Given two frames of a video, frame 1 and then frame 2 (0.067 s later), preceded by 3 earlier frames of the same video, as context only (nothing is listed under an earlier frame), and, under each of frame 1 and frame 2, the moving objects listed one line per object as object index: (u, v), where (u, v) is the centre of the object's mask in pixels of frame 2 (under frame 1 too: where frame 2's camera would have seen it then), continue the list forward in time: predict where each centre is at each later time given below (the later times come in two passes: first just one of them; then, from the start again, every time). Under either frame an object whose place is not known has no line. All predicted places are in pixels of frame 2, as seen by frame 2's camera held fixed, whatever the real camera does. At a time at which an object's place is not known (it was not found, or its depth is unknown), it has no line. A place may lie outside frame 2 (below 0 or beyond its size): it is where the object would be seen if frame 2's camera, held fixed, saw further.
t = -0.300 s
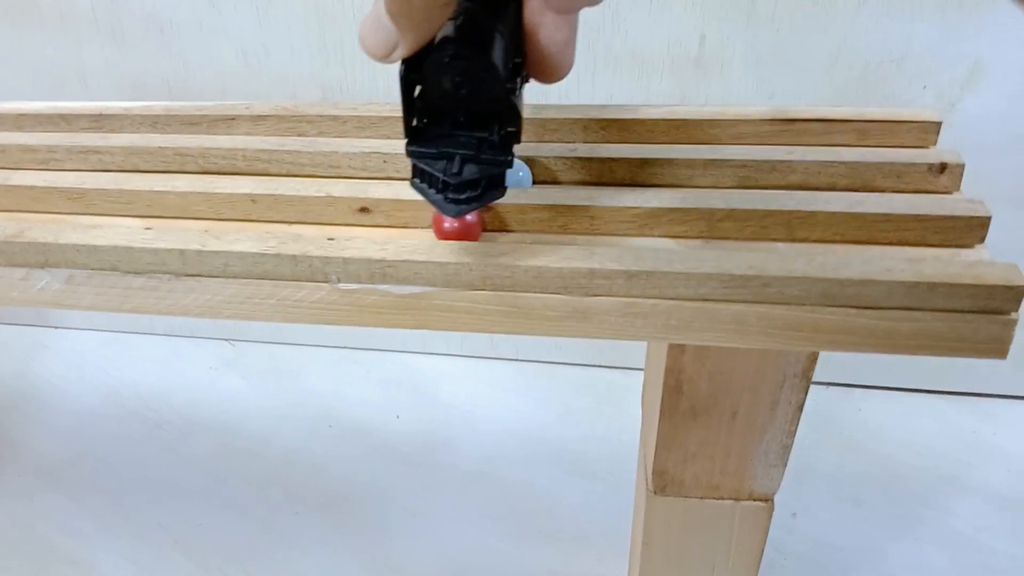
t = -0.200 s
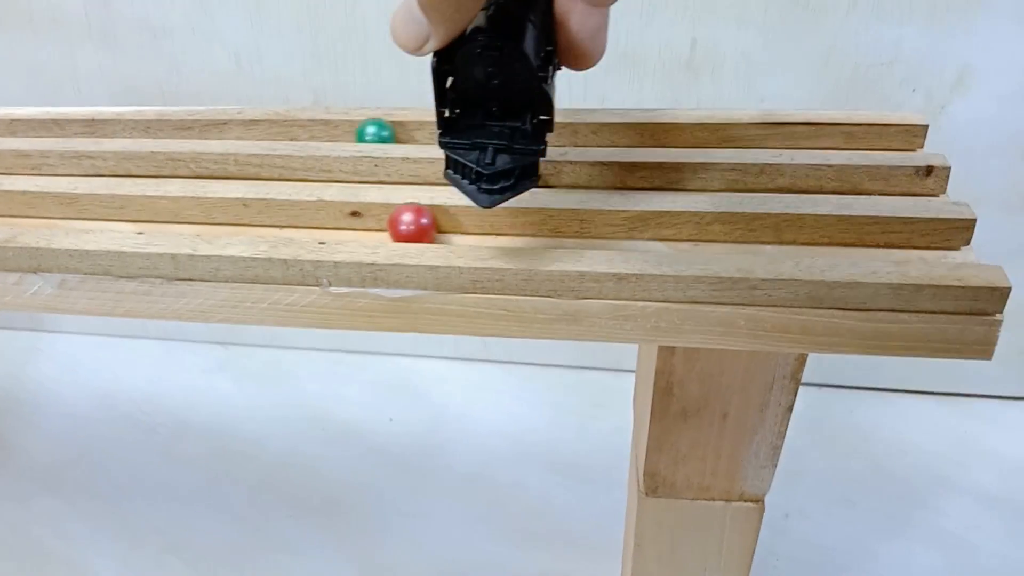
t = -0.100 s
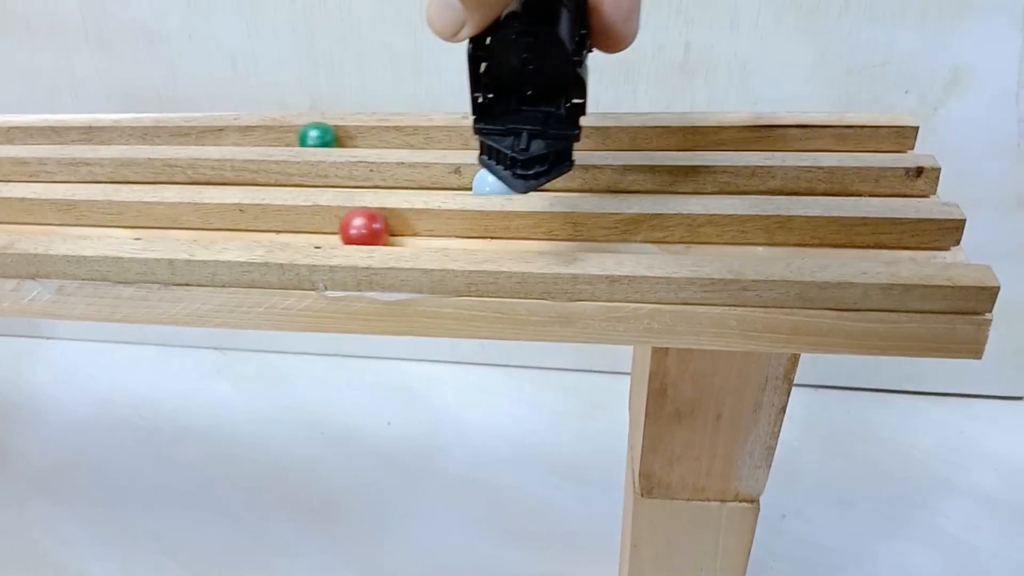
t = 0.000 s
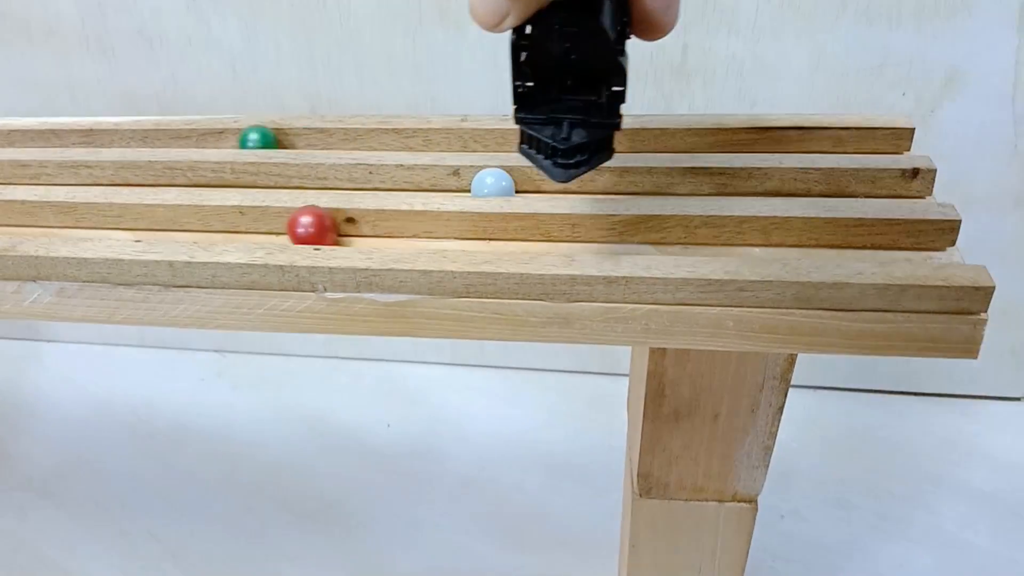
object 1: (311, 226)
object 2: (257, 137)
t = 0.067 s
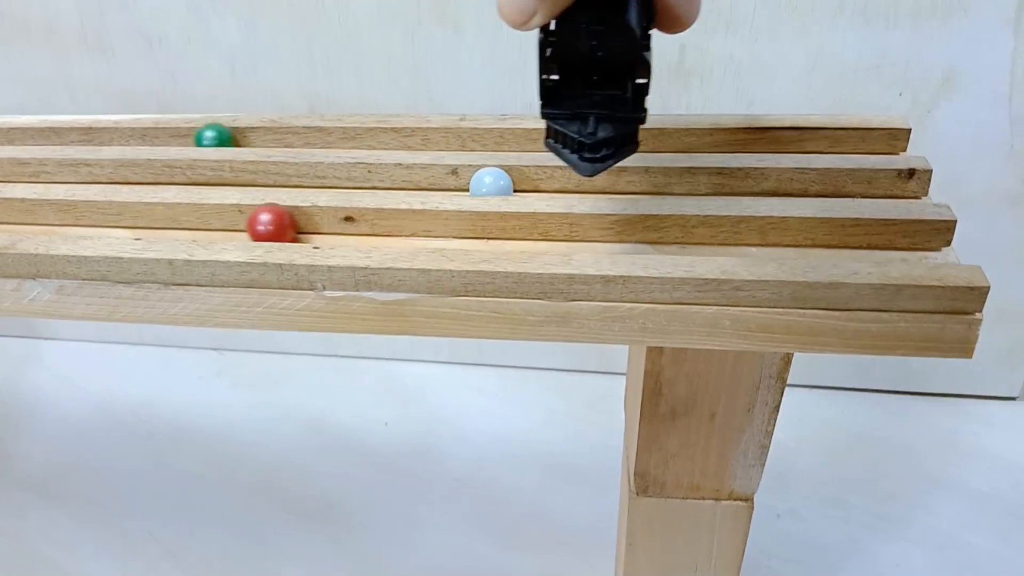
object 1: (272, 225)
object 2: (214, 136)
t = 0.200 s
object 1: (185, 222)
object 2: (121, 136)
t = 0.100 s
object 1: (251, 224)
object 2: (192, 136)
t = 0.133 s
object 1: (229, 224)
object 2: (169, 136)
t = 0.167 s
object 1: (207, 222)
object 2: (144, 136)
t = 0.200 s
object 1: (185, 222)
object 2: (121, 136)
